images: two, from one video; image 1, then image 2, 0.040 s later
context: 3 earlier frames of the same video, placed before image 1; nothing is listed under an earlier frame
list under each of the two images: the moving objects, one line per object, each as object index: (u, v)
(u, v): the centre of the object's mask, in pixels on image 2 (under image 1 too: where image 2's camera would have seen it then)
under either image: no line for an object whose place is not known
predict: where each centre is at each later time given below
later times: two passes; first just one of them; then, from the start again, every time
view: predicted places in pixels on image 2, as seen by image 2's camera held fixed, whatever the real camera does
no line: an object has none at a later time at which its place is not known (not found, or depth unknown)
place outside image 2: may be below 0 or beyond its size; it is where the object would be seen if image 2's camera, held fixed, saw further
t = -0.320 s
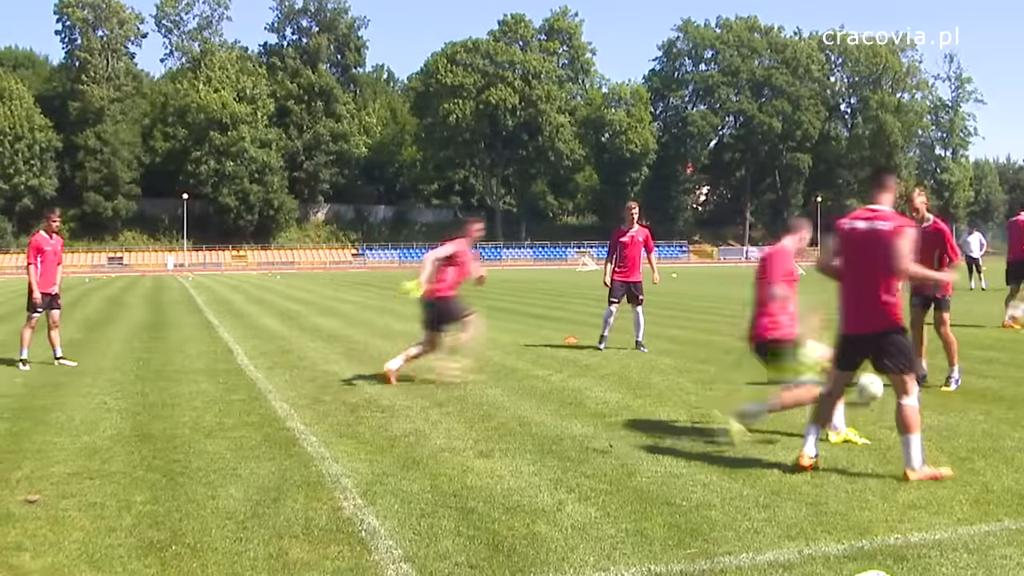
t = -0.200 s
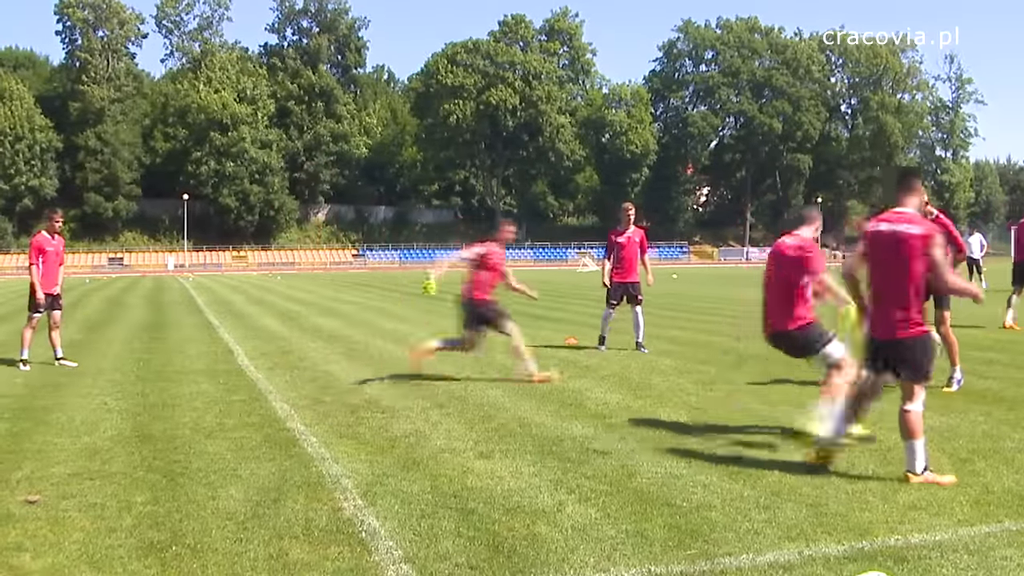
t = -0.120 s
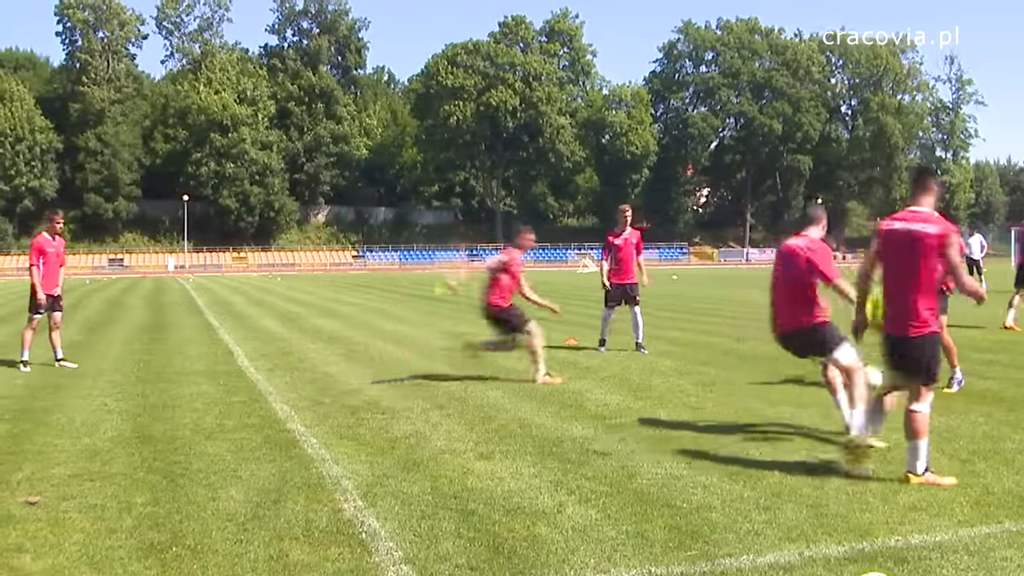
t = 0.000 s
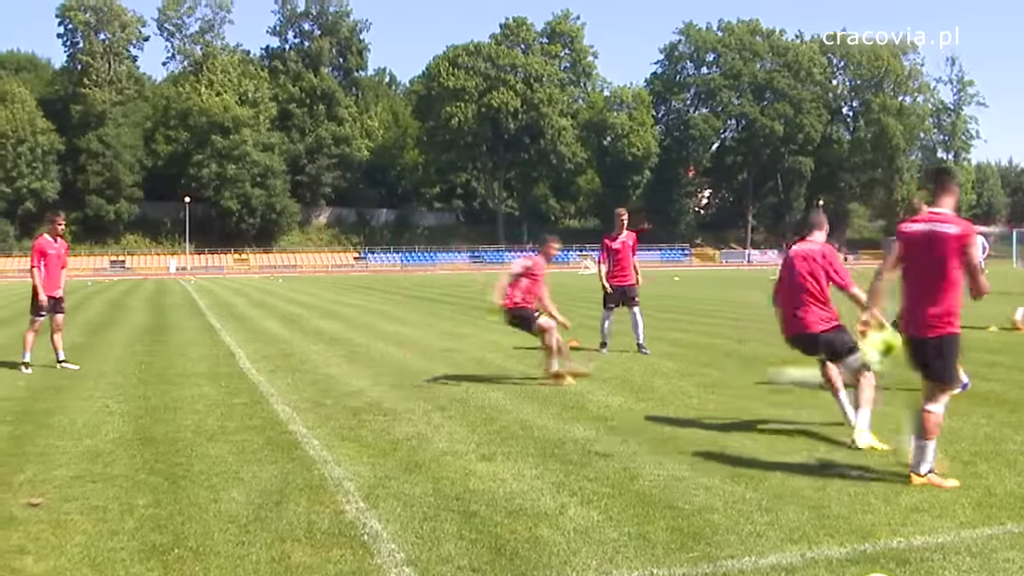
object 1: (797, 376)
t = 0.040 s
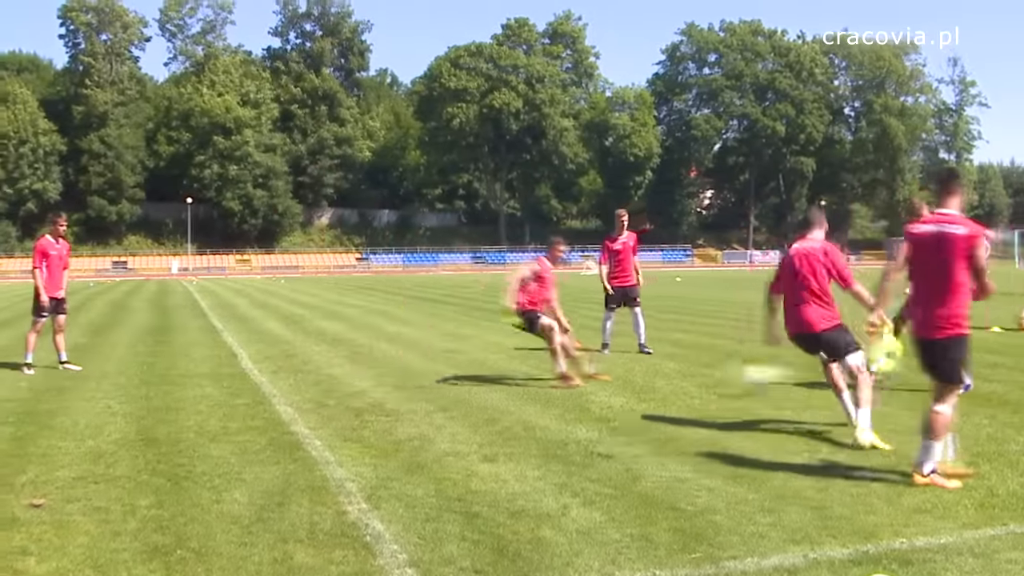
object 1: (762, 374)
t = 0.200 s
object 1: (567, 393)
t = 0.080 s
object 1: (715, 375)
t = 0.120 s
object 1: (667, 378)
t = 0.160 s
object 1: (621, 383)
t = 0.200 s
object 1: (567, 393)
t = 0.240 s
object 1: (509, 400)
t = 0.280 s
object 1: (472, 395)
